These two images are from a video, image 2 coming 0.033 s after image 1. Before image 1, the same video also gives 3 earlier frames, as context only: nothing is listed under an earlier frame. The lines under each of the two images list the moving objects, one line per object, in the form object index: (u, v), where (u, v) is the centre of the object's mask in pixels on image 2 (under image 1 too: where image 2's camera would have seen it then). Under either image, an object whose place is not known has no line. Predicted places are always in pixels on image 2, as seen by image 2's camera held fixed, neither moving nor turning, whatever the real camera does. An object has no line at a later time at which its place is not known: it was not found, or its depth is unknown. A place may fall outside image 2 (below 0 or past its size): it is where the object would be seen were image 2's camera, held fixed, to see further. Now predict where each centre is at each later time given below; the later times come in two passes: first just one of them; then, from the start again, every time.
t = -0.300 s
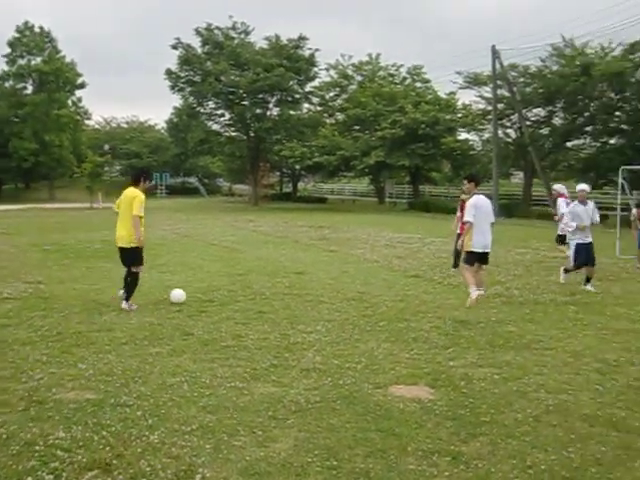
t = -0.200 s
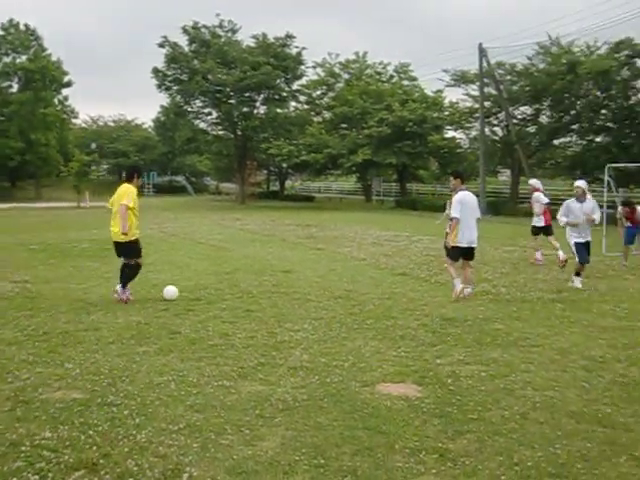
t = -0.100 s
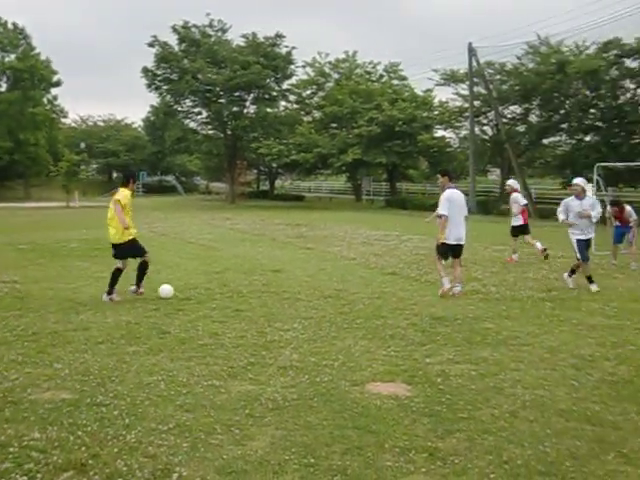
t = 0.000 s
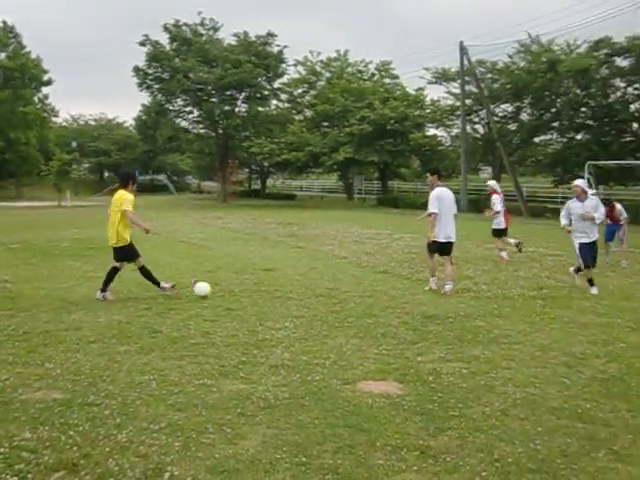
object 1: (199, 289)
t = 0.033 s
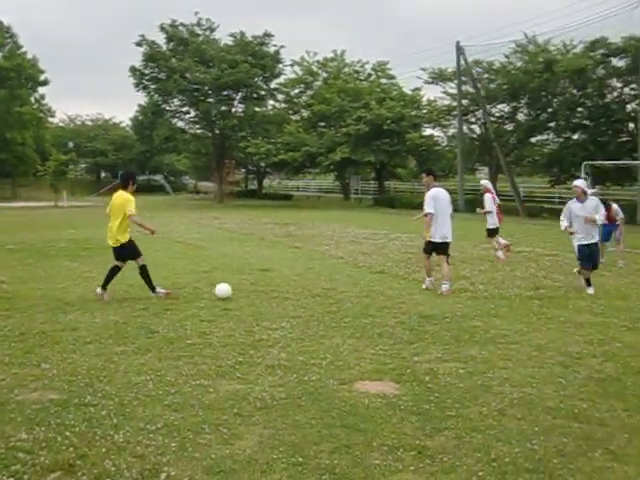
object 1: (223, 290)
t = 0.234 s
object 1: (363, 297)
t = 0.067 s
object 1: (247, 292)
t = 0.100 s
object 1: (271, 295)
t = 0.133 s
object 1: (295, 295)
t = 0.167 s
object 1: (317, 295)
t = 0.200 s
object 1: (340, 296)
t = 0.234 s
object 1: (363, 297)
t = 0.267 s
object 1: (386, 299)
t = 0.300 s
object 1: (410, 301)
